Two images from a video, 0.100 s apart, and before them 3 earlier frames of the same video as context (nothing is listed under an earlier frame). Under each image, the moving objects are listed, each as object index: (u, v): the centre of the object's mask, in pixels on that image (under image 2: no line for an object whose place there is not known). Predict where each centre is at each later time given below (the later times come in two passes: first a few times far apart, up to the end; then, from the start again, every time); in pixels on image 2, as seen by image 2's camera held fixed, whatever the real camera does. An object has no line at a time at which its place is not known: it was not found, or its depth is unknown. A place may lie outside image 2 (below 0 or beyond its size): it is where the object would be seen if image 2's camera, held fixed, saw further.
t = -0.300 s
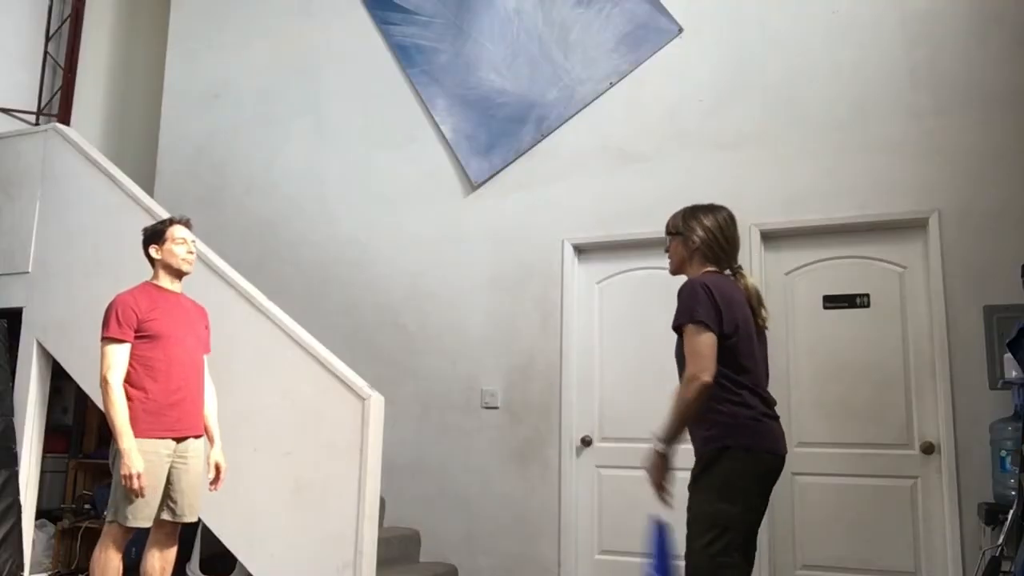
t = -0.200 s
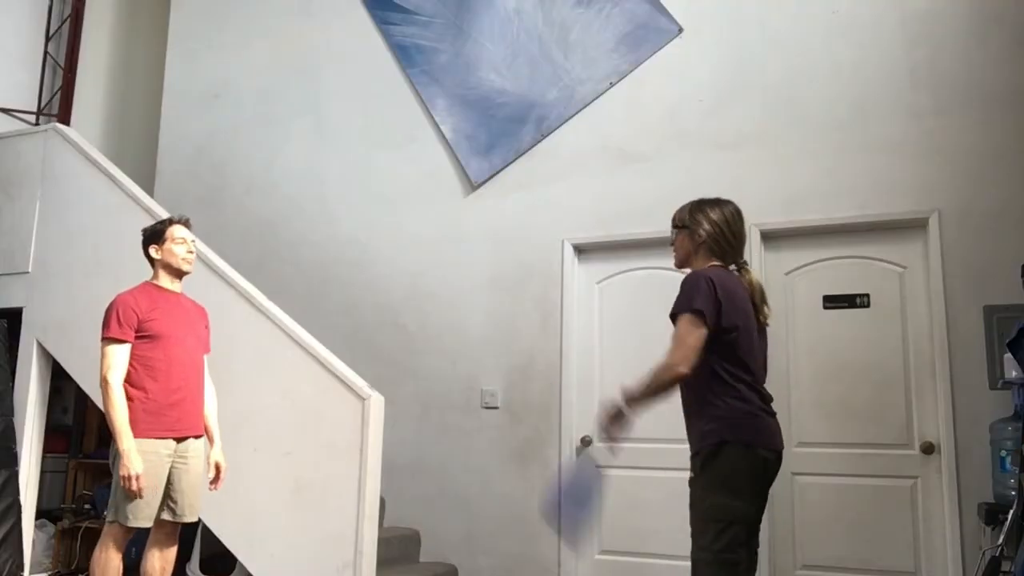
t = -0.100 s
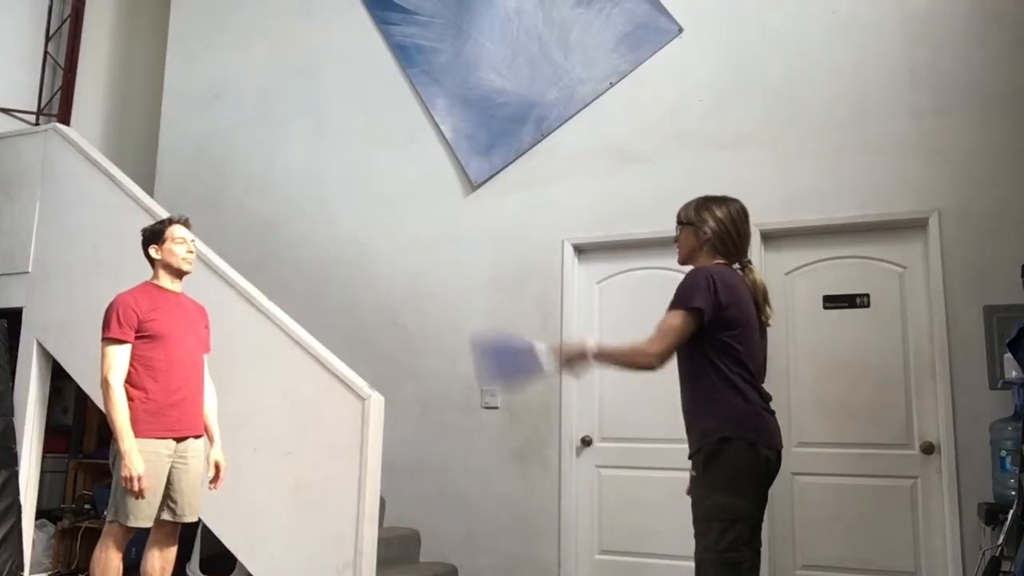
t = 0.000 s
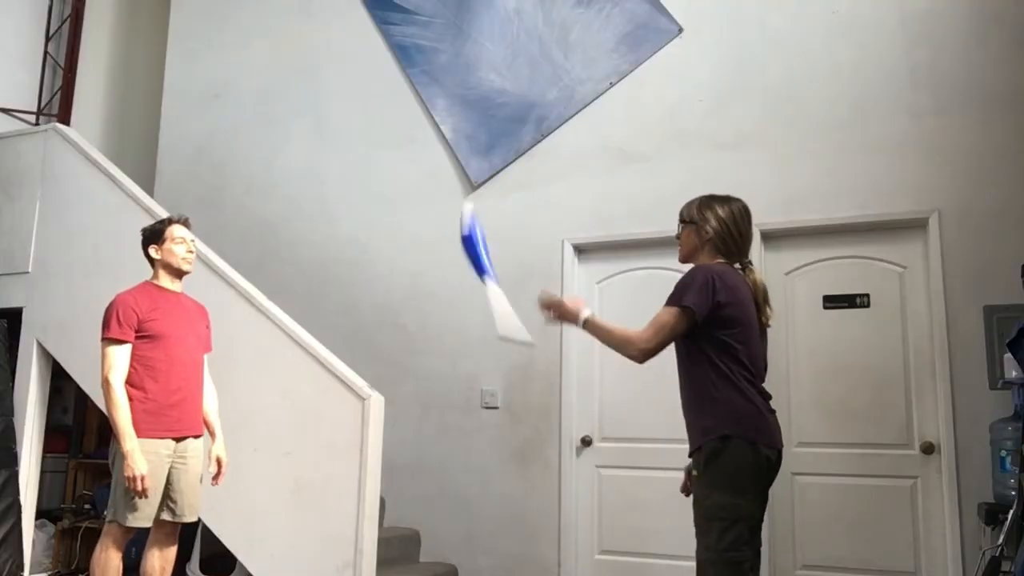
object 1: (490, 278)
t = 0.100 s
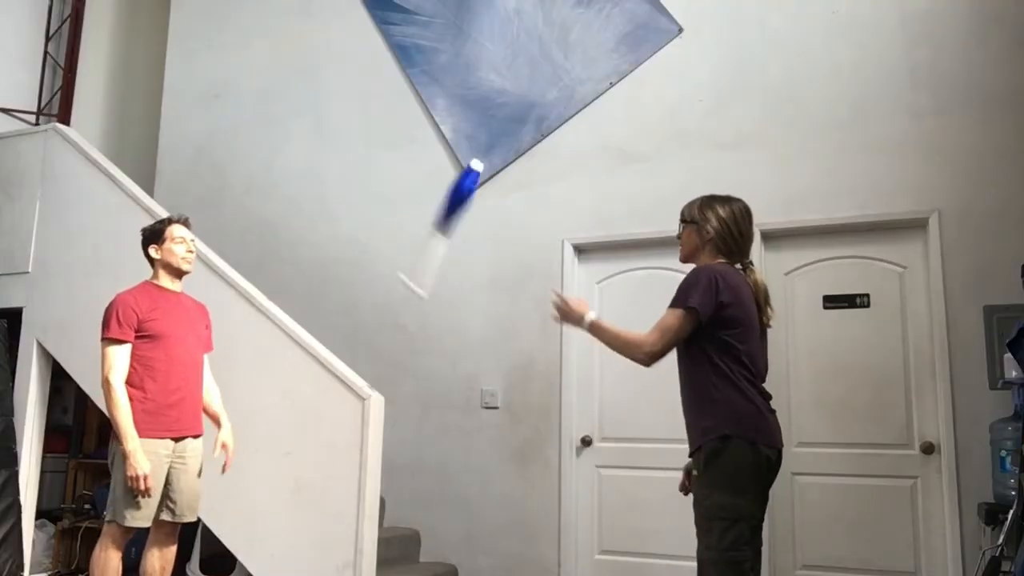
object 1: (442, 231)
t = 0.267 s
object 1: (394, 196)
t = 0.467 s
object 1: (337, 246)
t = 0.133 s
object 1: (428, 216)
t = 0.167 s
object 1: (415, 204)
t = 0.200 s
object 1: (410, 194)
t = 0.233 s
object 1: (404, 191)
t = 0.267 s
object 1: (394, 196)
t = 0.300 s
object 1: (383, 203)
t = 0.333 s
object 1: (370, 209)
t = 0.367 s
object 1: (359, 218)
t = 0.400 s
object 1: (350, 222)
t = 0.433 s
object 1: (343, 231)
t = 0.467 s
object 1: (337, 246)
